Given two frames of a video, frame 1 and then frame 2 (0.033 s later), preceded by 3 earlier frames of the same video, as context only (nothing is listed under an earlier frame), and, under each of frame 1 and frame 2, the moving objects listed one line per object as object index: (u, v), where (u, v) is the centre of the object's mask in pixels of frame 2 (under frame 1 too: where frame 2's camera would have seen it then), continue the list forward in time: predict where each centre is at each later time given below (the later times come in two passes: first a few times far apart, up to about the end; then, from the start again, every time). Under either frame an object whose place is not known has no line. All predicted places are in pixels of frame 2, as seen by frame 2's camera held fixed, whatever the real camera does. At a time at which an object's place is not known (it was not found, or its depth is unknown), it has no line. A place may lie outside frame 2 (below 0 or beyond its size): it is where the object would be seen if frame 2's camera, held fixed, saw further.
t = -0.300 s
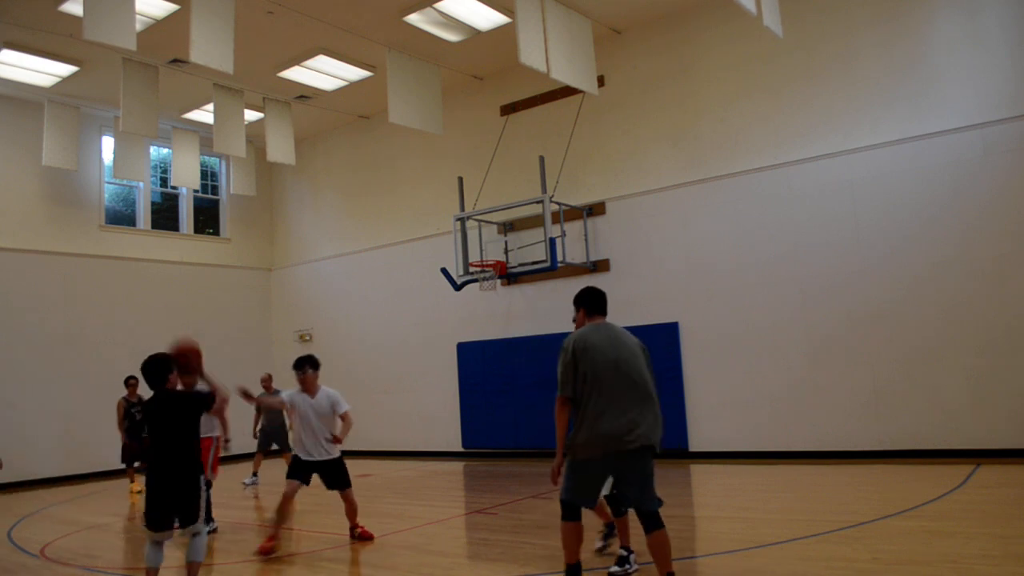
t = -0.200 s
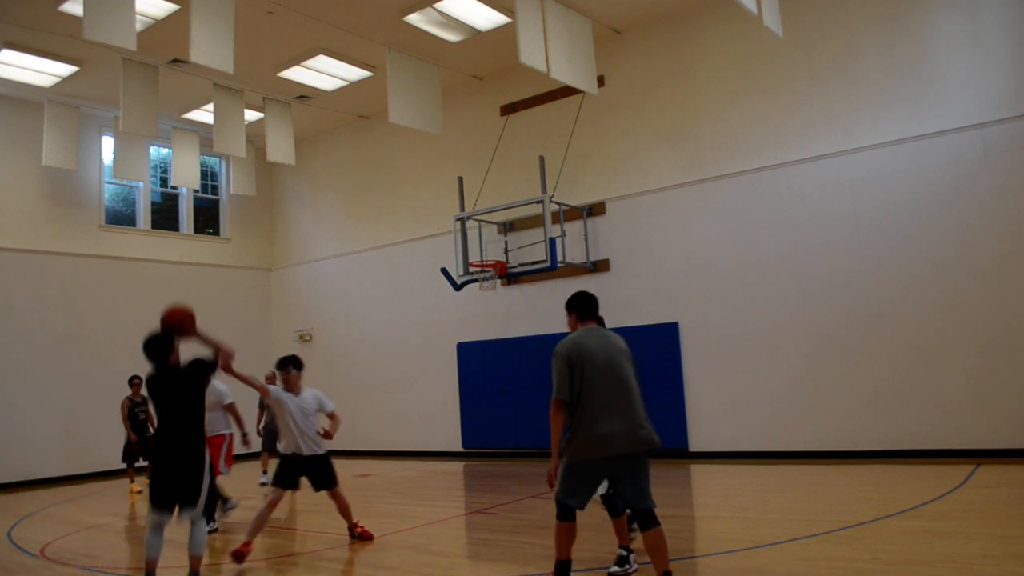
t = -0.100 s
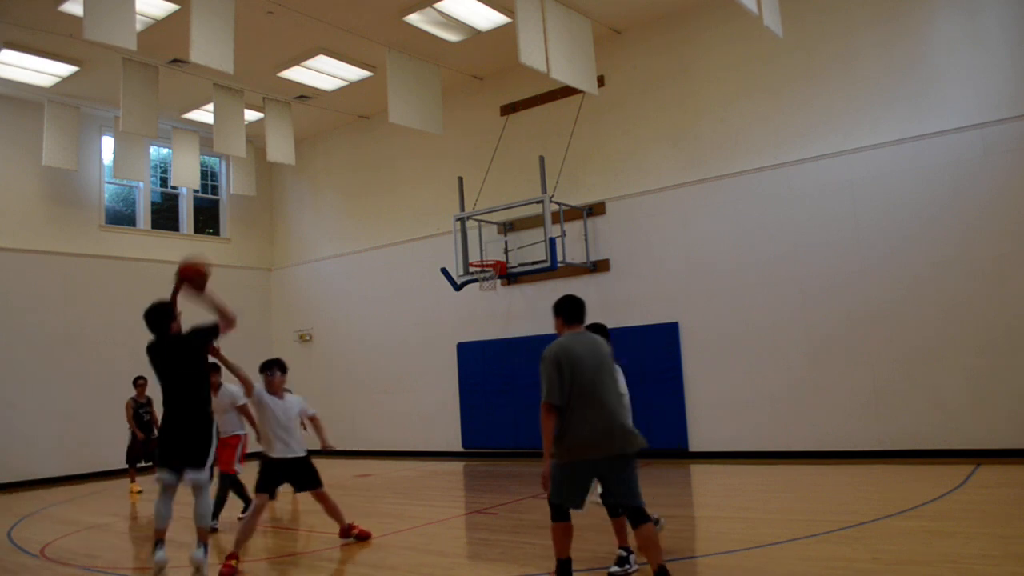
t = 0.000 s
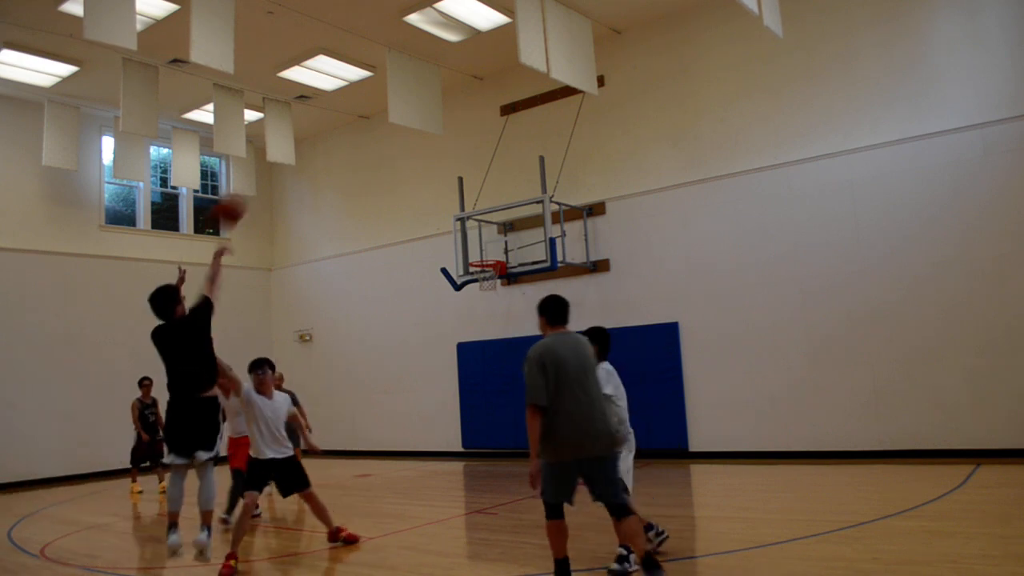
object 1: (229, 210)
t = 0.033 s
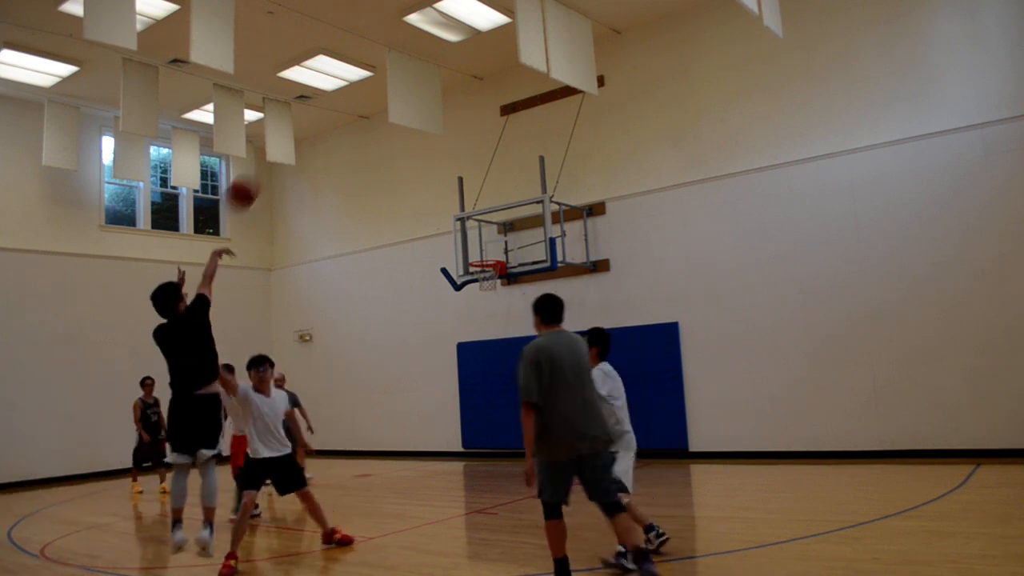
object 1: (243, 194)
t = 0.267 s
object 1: (324, 119)
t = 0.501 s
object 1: (384, 111)
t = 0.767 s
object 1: (438, 153)
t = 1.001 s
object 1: (477, 221)
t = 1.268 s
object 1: (479, 283)
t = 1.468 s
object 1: (481, 320)
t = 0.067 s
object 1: (257, 176)
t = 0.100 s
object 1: (267, 164)
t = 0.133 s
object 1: (281, 150)
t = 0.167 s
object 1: (294, 139)
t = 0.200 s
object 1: (304, 131)
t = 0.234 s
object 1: (314, 124)
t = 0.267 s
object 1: (324, 119)
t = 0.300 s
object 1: (334, 114)
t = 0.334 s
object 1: (343, 111)
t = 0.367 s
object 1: (352, 109)
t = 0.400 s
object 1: (361, 108)
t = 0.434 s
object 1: (369, 108)
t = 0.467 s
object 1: (376, 109)
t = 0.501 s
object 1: (384, 111)
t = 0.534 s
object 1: (391, 114)
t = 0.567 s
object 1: (399, 118)
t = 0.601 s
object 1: (406, 122)
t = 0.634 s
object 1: (413, 127)
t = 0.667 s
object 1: (419, 133)
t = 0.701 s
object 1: (425, 139)
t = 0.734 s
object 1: (432, 145)
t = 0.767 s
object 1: (438, 153)
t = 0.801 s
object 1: (444, 161)
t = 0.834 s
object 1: (449, 169)
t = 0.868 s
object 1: (455, 179)
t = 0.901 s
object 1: (461, 188)
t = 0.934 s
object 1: (467, 198)
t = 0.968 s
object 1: (472, 209)
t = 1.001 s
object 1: (477, 221)
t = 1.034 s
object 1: (482, 231)
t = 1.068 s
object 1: (487, 244)
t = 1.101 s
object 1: (492, 254)
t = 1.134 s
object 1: (489, 262)
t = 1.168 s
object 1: (482, 268)
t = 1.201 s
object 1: (479, 273)
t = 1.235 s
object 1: (479, 278)
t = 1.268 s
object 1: (479, 283)
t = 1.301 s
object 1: (479, 286)
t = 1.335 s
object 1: (479, 291)
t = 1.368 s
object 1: (480, 297)
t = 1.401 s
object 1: (480, 304)
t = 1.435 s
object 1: (481, 311)
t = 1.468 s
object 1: (481, 320)
